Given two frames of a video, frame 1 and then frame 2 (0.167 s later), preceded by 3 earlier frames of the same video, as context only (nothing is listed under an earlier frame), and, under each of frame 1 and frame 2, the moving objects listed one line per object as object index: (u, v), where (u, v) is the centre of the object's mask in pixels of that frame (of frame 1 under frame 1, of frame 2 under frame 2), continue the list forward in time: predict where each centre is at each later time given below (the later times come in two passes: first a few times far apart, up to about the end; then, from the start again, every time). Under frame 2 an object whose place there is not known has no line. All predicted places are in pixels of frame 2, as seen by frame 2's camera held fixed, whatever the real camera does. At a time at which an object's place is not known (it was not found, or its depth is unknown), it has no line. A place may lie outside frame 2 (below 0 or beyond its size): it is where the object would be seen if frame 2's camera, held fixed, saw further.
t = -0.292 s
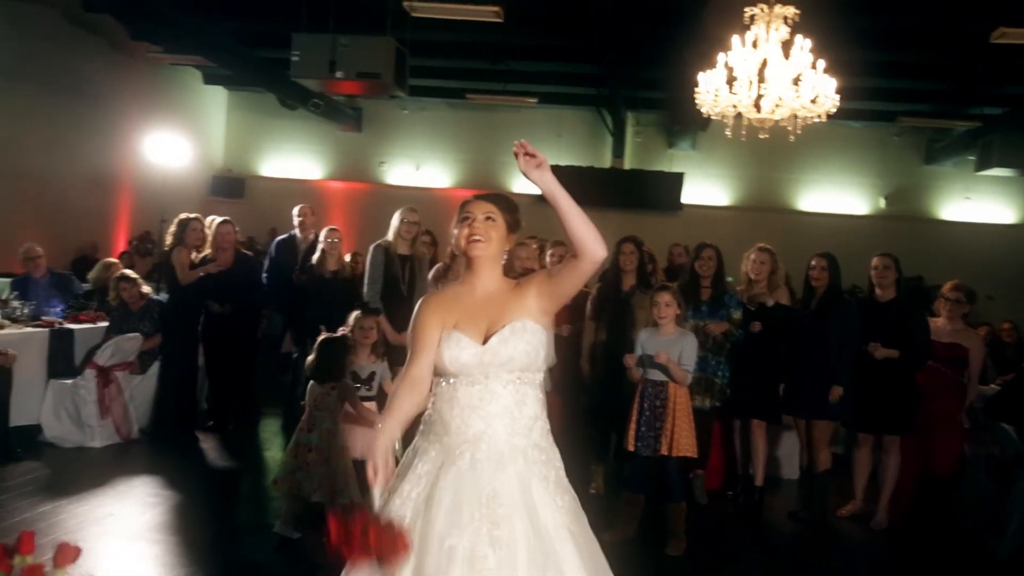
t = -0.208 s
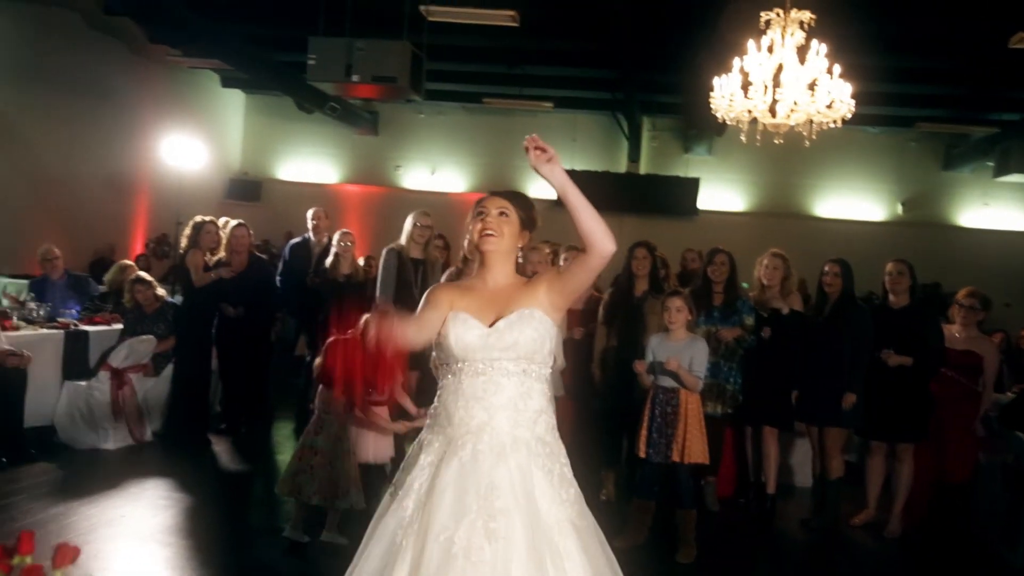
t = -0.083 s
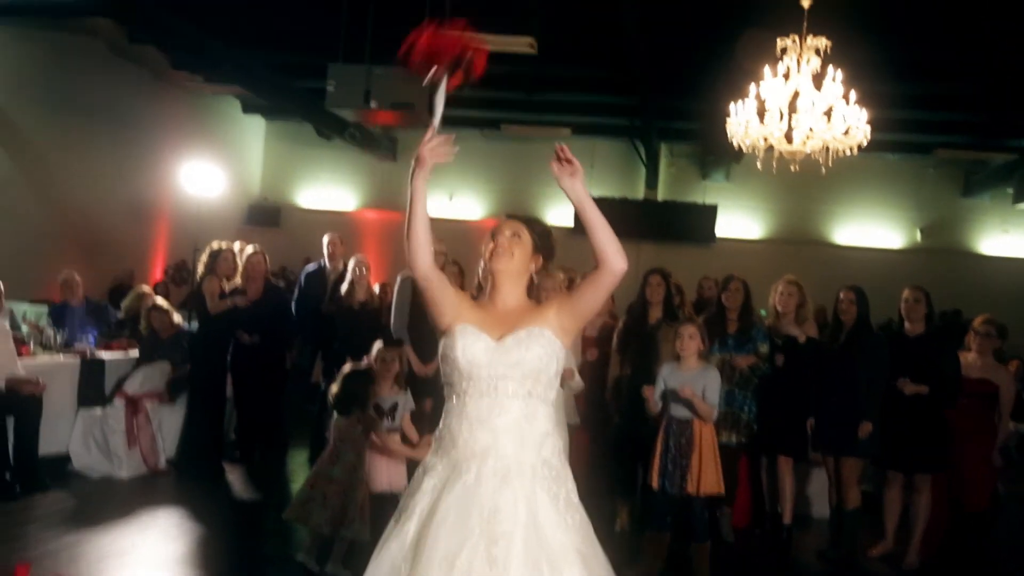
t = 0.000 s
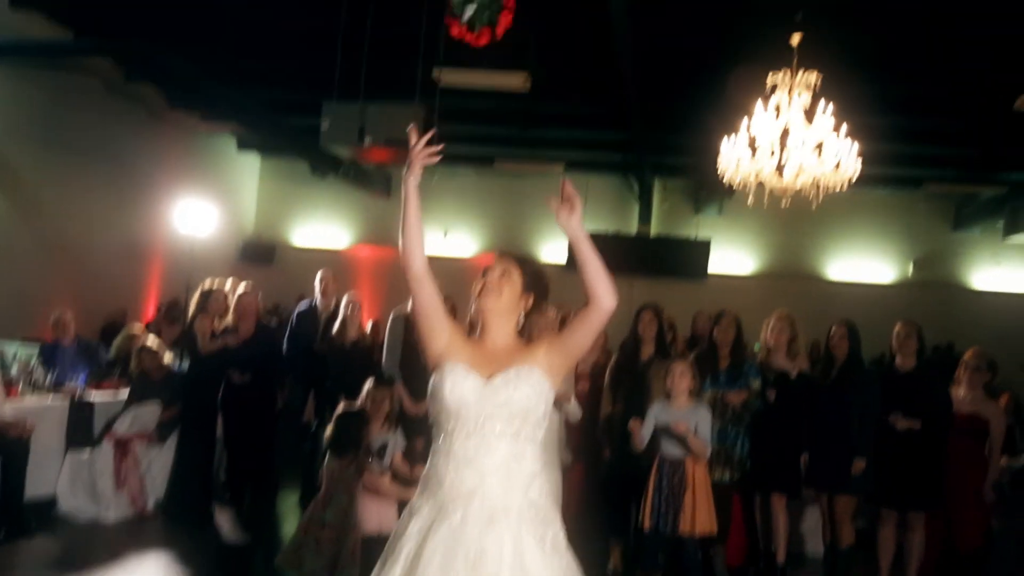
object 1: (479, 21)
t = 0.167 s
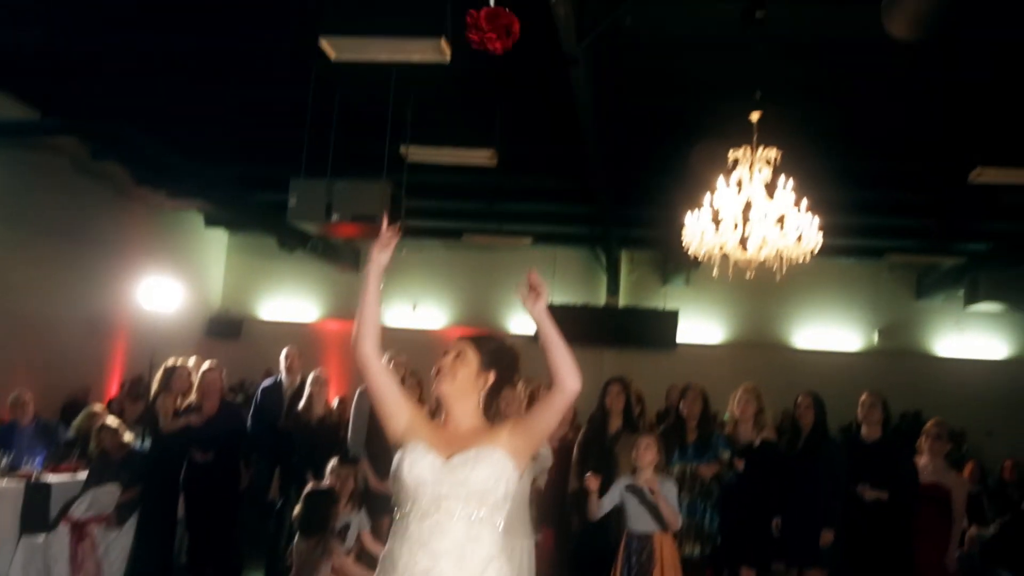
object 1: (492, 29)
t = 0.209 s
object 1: (500, 26)
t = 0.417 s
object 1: (520, 81)
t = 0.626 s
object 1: (524, 190)
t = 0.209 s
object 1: (500, 26)
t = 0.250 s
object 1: (506, 30)
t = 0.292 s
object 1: (511, 39)
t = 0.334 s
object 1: (515, 50)
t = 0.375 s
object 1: (517, 65)
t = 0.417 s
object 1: (520, 81)
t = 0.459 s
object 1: (523, 101)
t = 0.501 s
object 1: (524, 122)
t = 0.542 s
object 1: (524, 143)
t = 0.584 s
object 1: (525, 165)
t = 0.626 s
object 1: (524, 190)
